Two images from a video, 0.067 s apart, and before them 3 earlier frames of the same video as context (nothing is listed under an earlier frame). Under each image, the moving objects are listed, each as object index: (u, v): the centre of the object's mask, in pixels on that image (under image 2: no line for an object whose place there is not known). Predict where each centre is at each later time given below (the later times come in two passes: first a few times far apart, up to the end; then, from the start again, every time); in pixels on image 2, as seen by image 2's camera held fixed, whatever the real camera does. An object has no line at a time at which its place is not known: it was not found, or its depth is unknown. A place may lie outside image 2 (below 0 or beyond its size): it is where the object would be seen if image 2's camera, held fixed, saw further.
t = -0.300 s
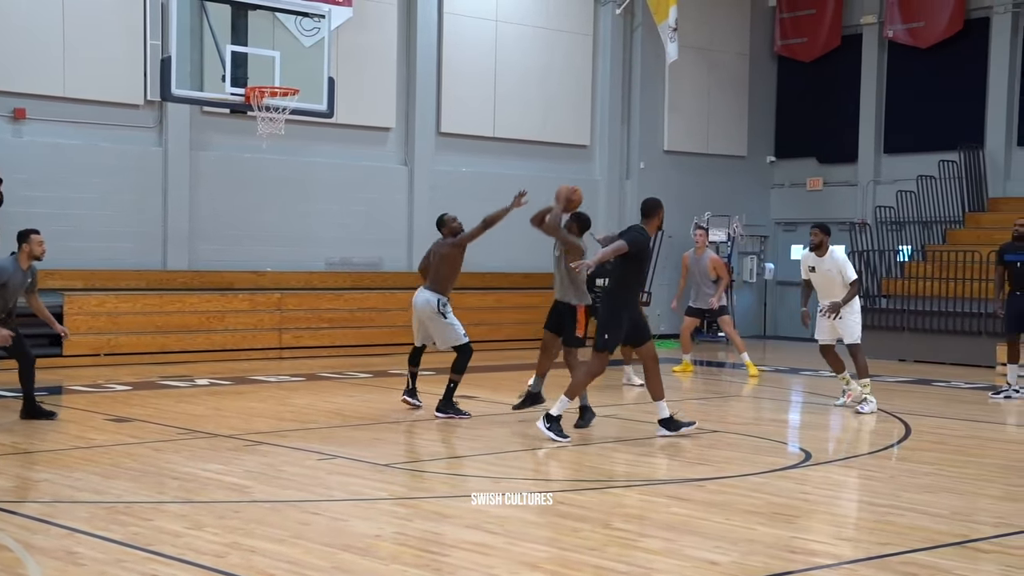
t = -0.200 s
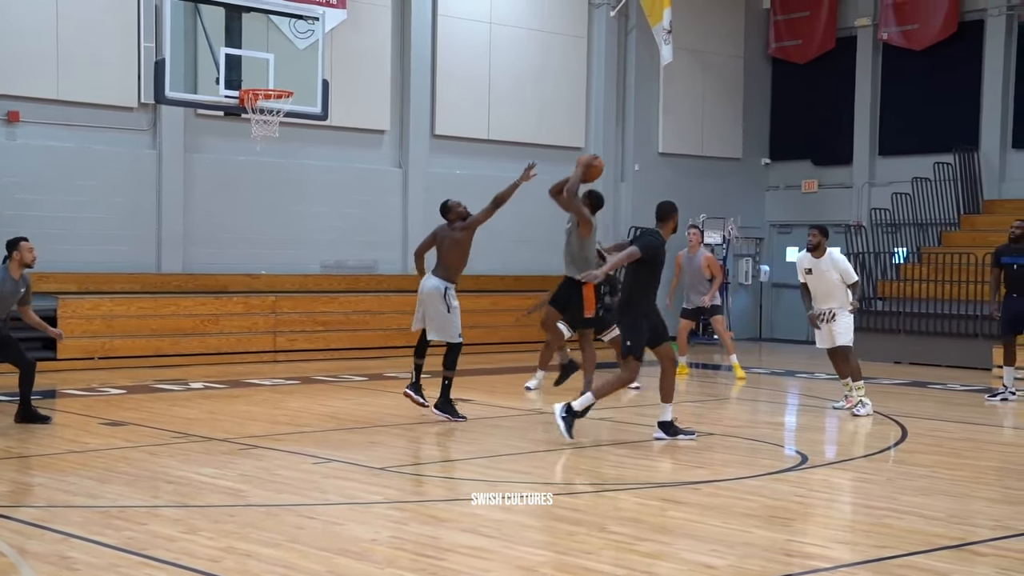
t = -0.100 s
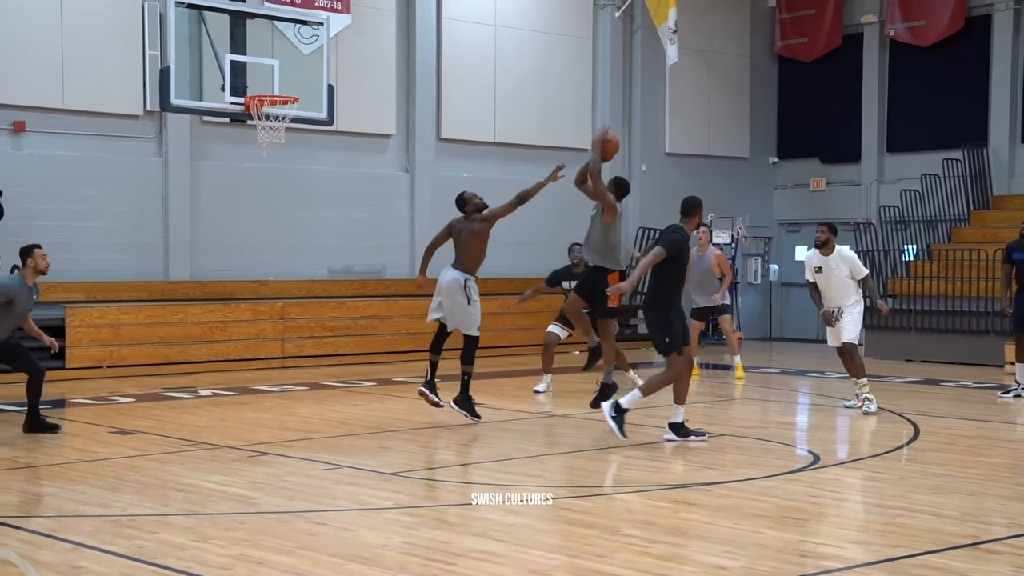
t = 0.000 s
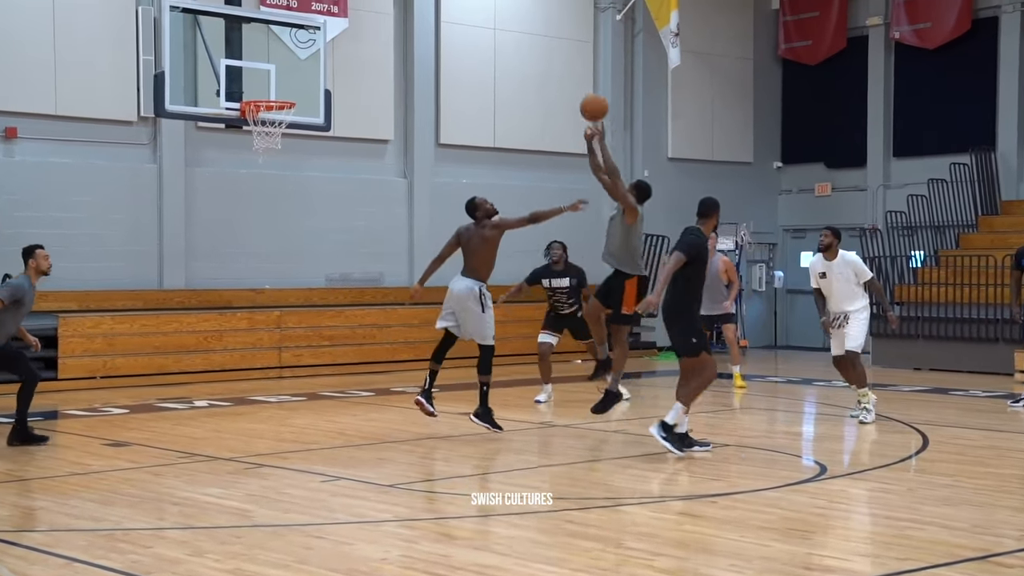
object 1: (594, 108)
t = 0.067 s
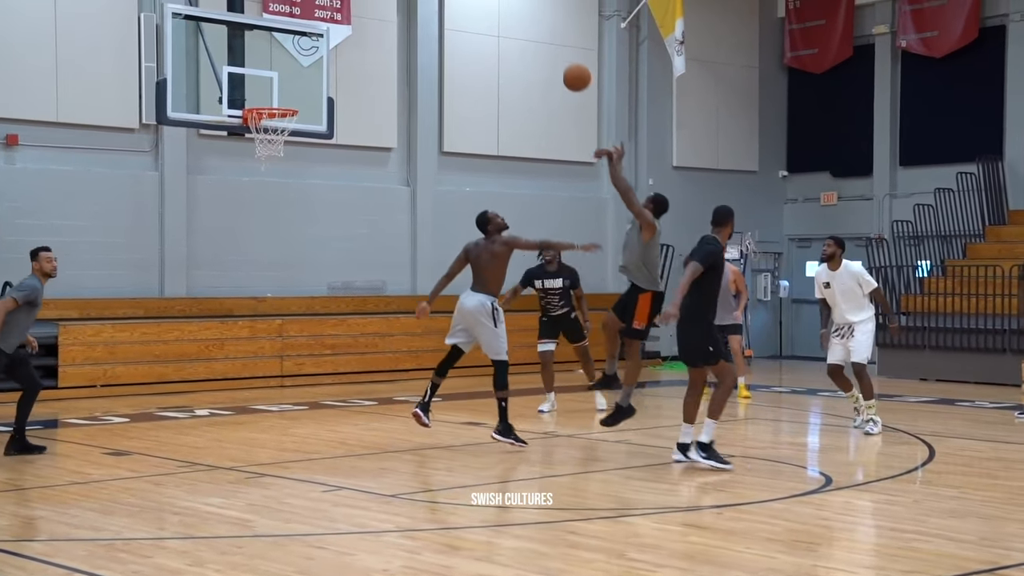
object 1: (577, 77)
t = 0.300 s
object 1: (505, -11)
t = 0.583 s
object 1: (425, -33)
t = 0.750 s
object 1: (381, -6)
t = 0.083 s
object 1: (571, 69)
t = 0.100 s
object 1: (566, 60)
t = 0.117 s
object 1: (560, 52)
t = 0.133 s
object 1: (555, 44)
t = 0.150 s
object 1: (550, 37)
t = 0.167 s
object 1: (545, 30)
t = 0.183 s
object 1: (540, 24)
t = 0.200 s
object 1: (535, 17)
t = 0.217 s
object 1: (530, 11)
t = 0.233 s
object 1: (525, 6)
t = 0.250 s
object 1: (520, 1)
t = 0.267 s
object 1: (515, -4)
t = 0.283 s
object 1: (510, -8)
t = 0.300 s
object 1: (505, -11)
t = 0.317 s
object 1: (500, -14)
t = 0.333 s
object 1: (495, -17)
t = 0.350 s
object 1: (490, -20)
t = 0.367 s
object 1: (486, -23)
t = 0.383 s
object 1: (481, -25)
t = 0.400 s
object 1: (476, -27)
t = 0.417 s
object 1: (471, -30)
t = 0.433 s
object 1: (467, -32)
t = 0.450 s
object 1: (462, -34)
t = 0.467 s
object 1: (457, -36)
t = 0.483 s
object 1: (452, -37)
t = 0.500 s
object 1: (448, -37)
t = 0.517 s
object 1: (443, -37)
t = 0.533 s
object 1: (439, -37)
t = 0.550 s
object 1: (434, -36)
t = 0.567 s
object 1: (429, -35)
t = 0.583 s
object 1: (425, -33)
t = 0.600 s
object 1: (421, -32)
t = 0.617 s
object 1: (416, -31)
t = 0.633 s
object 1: (412, -28)
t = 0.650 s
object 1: (407, -26)
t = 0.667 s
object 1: (403, -24)
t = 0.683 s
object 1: (399, -21)
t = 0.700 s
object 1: (394, -18)
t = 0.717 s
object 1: (390, -14)
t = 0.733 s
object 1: (386, -10)
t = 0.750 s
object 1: (381, -6)
